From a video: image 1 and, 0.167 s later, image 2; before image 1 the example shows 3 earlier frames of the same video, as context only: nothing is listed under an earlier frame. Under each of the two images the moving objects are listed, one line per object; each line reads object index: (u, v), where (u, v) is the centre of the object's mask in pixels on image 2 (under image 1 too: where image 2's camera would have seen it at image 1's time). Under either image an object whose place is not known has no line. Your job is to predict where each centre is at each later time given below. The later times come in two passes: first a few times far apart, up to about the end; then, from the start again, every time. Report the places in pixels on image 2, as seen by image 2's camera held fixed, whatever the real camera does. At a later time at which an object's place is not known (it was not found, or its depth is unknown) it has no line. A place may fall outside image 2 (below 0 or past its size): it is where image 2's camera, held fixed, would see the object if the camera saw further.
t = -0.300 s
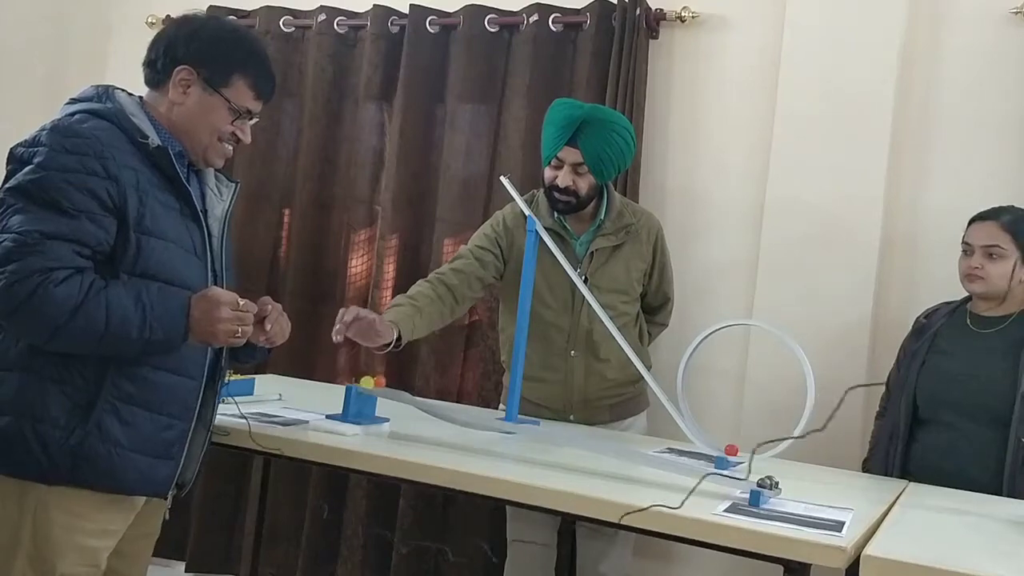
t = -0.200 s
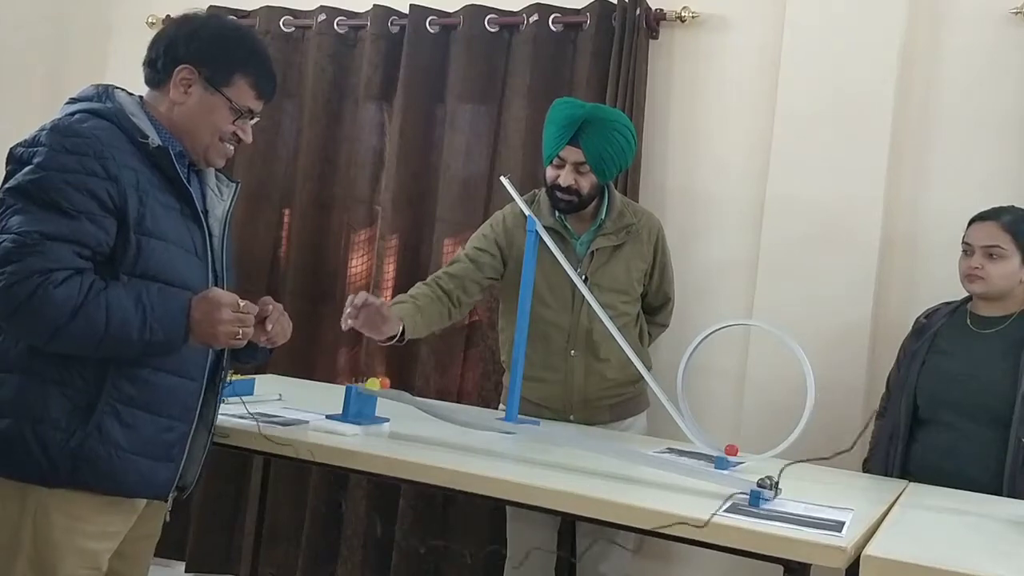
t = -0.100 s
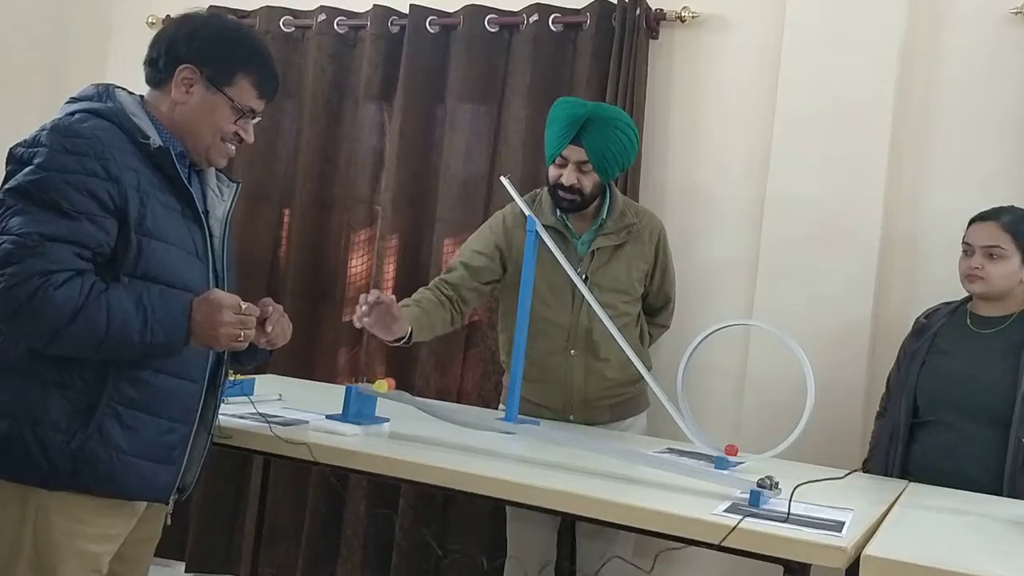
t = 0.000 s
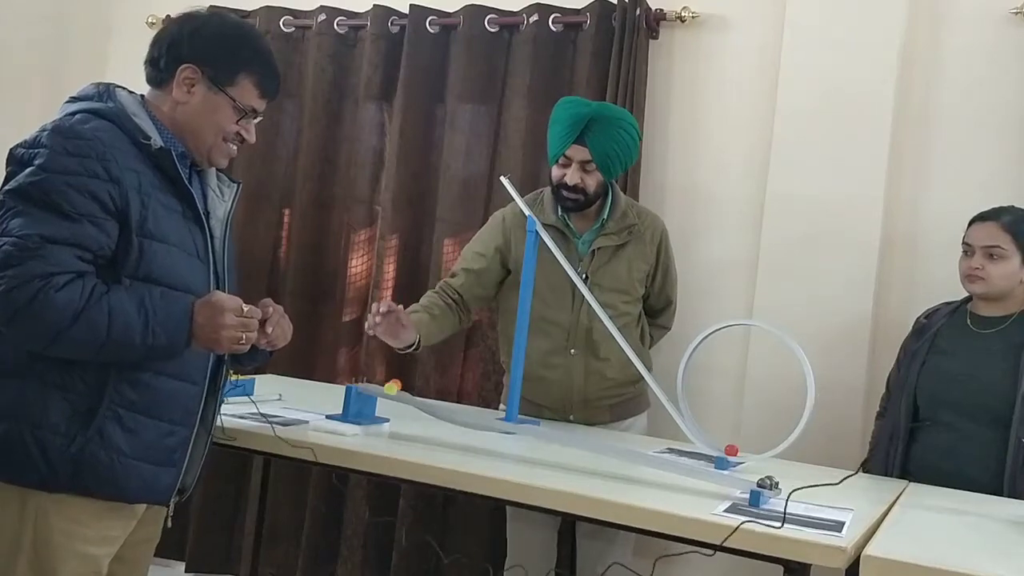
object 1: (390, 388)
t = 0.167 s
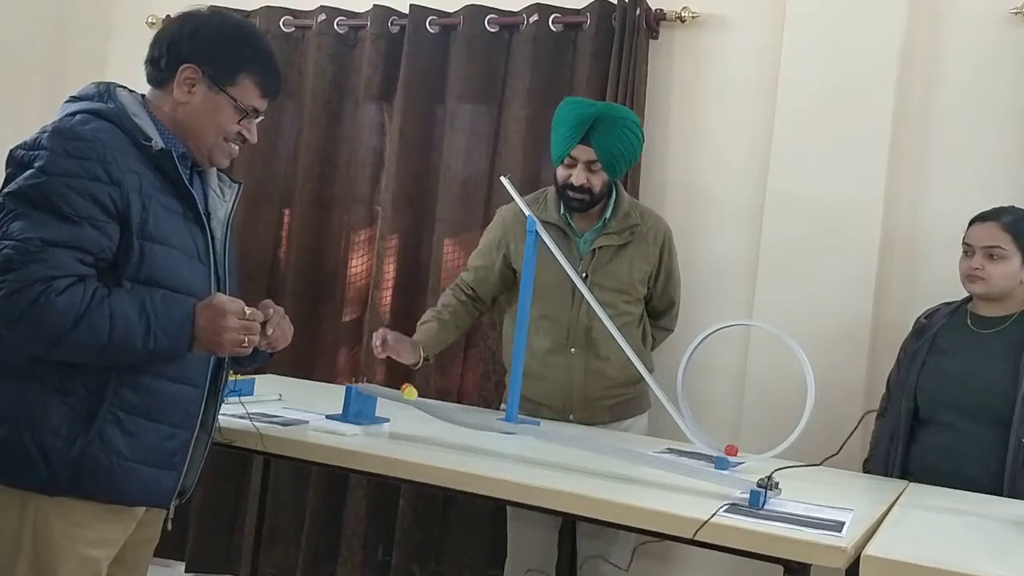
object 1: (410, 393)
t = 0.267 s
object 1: (425, 397)
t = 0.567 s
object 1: (480, 411)
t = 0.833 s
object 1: (542, 427)
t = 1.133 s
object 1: (632, 450)
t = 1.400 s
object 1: (729, 474)
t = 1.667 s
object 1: (714, 469)
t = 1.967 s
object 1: (700, 467)
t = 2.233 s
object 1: (699, 467)
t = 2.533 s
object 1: (709, 469)
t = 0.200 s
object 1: (415, 394)
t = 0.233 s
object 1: (420, 396)
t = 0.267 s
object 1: (425, 397)
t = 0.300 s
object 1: (430, 399)
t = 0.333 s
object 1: (436, 400)
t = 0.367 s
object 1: (442, 401)
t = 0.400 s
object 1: (448, 402)
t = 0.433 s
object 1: (454, 404)
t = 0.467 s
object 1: (461, 406)
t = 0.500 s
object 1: (466, 408)
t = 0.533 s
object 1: (473, 409)
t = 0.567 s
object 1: (480, 411)
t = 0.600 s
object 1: (487, 413)
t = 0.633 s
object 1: (494, 415)
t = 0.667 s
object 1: (501, 417)
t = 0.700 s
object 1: (510, 419)
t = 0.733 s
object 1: (518, 421)
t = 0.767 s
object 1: (525, 422)
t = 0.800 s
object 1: (534, 425)
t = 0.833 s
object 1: (542, 427)
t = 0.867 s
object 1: (551, 428)
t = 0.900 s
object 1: (560, 432)
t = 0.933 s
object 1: (570, 434)
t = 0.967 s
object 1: (580, 437)
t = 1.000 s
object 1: (590, 440)
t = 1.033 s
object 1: (599, 442)
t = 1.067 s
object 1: (608, 445)
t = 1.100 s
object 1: (620, 447)
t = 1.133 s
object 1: (632, 450)
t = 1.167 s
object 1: (644, 453)
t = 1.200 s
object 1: (654, 455)
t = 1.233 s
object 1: (667, 458)
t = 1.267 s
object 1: (679, 462)
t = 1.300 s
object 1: (691, 465)
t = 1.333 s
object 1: (703, 467)
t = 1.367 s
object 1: (716, 471)
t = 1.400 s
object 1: (729, 474)
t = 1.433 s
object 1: (741, 477)
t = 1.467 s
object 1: (745, 476)
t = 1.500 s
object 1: (737, 467)
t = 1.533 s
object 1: (728, 467)
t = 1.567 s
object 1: (720, 471)
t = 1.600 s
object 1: (717, 468)
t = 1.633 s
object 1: (717, 468)
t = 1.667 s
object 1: (714, 469)
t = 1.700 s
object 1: (711, 467)
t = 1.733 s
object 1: (707, 468)
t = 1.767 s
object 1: (706, 467)
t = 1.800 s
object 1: (704, 467)
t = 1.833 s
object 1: (702, 467)
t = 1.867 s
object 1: (701, 467)
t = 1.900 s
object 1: (701, 467)
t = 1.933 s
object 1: (700, 467)
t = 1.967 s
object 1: (700, 467)
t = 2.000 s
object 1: (699, 467)
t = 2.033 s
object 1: (699, 467)
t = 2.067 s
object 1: (699, 467)
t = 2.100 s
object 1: (699, 467)
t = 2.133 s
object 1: (699, 467)
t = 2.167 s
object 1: (699, 467)
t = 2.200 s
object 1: (699, 467)
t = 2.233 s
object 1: (699, 467)
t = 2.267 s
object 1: (699, 467)
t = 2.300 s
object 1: (700, 467)
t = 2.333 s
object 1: (700, 467)
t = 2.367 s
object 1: (700, 467)
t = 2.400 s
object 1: (702, 467)
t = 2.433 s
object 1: (703, 468)
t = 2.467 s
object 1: (705, 468)
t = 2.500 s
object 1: (706, 468)
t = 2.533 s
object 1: (709, 469)
